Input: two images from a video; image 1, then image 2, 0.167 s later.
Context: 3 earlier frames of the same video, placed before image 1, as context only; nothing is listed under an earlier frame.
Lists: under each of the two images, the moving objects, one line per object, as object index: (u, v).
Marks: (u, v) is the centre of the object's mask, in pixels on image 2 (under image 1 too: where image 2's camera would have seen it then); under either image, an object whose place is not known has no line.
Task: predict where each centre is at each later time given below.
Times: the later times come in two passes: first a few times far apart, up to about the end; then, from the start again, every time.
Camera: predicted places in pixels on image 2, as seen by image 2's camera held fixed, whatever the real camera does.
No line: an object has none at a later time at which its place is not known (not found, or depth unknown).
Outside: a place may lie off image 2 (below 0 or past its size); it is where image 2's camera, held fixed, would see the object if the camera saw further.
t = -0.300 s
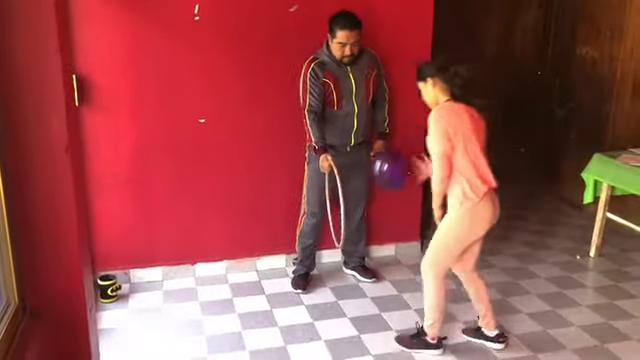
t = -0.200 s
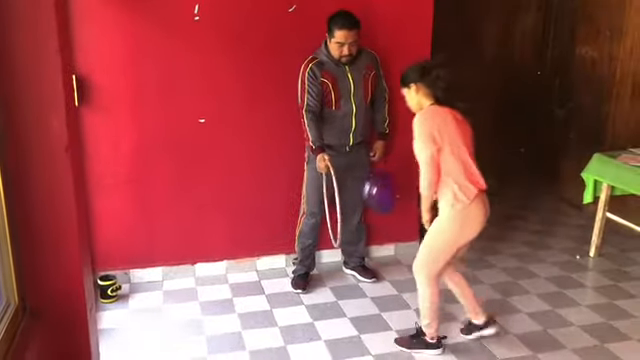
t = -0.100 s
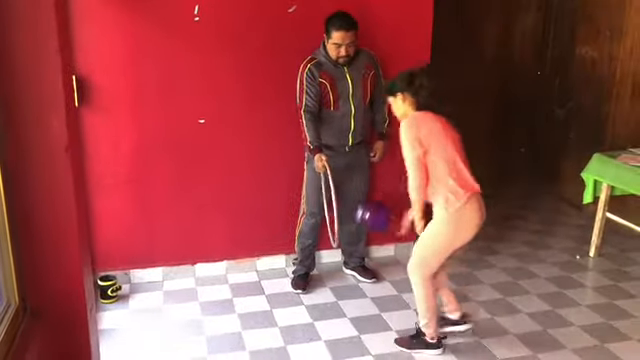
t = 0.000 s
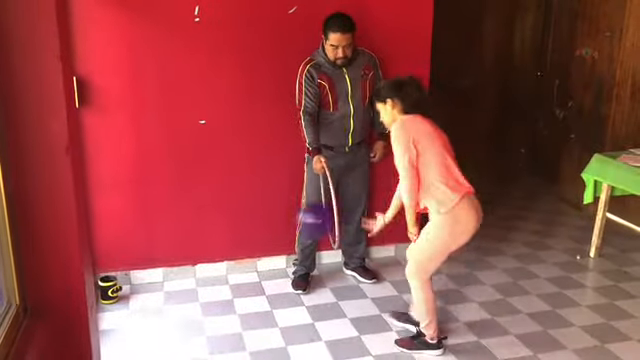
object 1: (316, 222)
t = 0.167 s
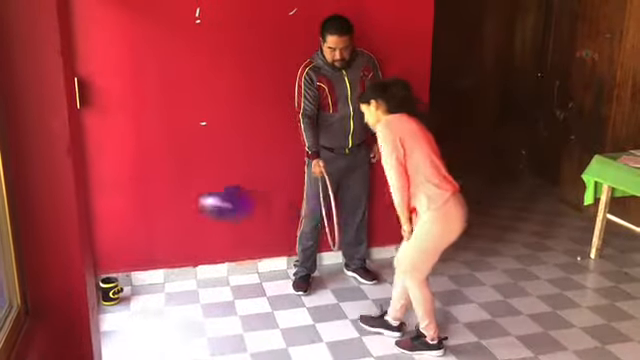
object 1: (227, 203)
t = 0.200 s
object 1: (212, 200)
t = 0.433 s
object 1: (135, 201)
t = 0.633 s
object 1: (106, 221)
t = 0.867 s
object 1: (101, 248)
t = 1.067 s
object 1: (109, 281)
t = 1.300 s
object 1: (113, 295)
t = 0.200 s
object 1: (212, 200)
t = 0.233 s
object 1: (199, 198)
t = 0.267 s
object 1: (186, 198)
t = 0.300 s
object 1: (174, 197)
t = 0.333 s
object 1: (163, 196)
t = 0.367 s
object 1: (153, 198)
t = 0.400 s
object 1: (144, 199)
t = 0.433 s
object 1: (135, 201)
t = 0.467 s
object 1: (129, 204)
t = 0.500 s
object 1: (122, 207)
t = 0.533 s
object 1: (116, 210)
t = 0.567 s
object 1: (112, 214)
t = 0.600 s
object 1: (109, 217)
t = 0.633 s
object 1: (106, 221)
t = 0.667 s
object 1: (104, 225)
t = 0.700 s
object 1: (102, 229)
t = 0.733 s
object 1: (101, 233)
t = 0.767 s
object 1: (99, 236)
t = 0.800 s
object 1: (99, 239)
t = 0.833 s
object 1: (100, 245)
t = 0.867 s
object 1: (101, 248)
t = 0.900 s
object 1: (104, 254)
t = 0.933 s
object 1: (104, 259)
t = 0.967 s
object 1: (106, 264)
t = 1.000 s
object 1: (107, 270)
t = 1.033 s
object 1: (108, 275)
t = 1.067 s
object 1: (109, 281)
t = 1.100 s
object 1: (111, 287)
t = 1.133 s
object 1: (112, 292)
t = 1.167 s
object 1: (113, 296)
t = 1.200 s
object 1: (114, 303)
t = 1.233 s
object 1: (114, 306)
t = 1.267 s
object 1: (114, 302)
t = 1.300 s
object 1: (113, 295)
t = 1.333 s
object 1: (113, 292)
